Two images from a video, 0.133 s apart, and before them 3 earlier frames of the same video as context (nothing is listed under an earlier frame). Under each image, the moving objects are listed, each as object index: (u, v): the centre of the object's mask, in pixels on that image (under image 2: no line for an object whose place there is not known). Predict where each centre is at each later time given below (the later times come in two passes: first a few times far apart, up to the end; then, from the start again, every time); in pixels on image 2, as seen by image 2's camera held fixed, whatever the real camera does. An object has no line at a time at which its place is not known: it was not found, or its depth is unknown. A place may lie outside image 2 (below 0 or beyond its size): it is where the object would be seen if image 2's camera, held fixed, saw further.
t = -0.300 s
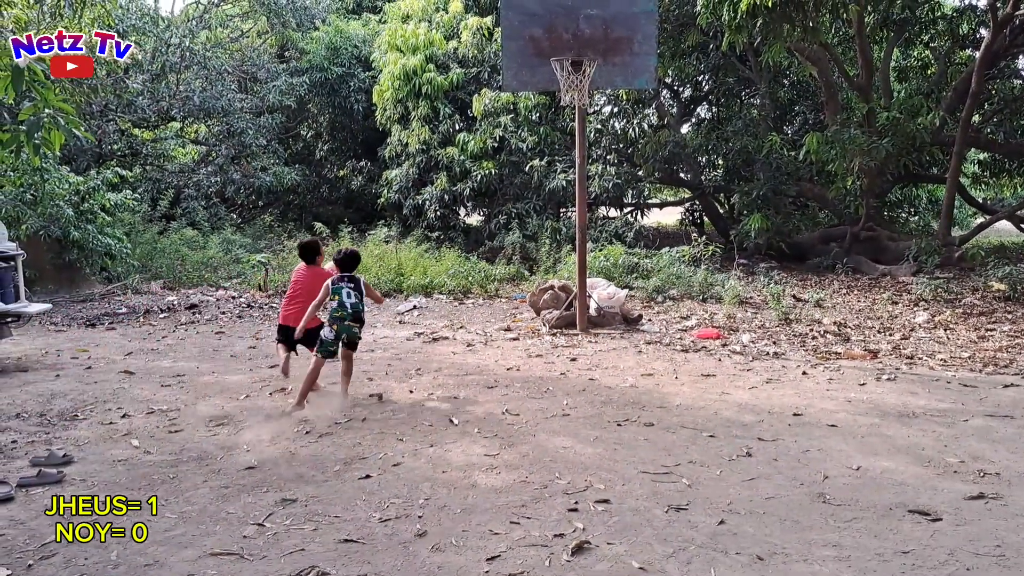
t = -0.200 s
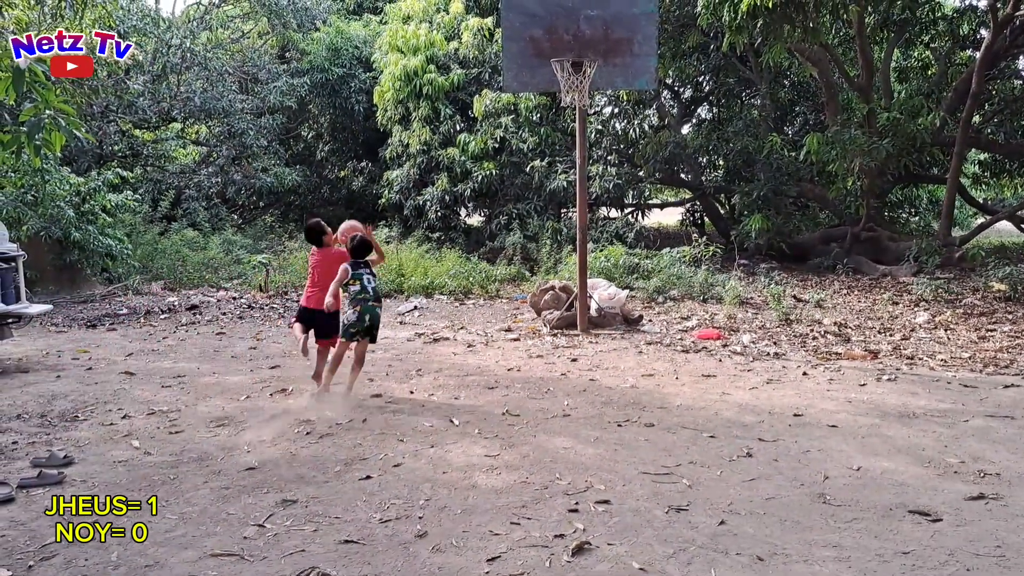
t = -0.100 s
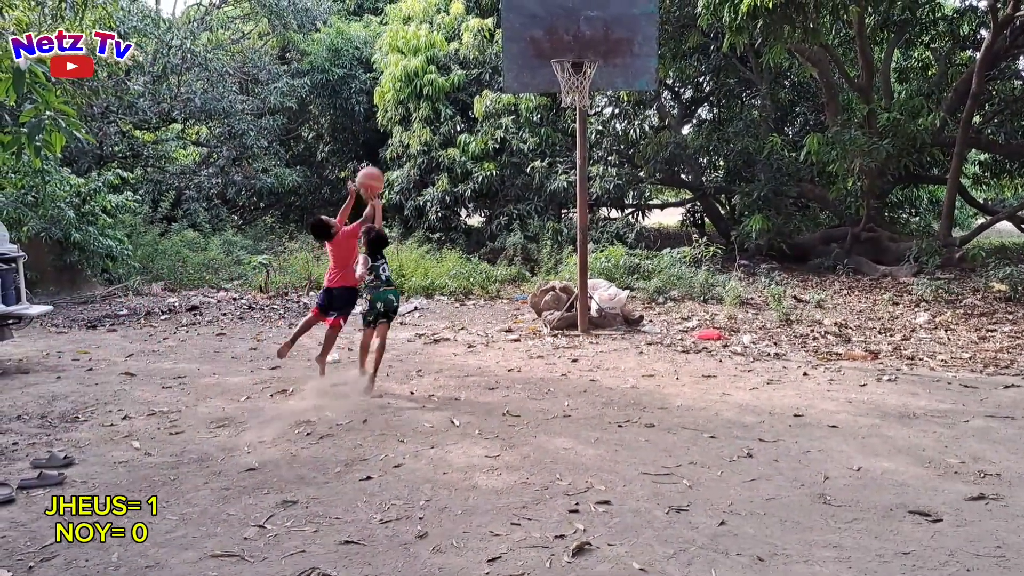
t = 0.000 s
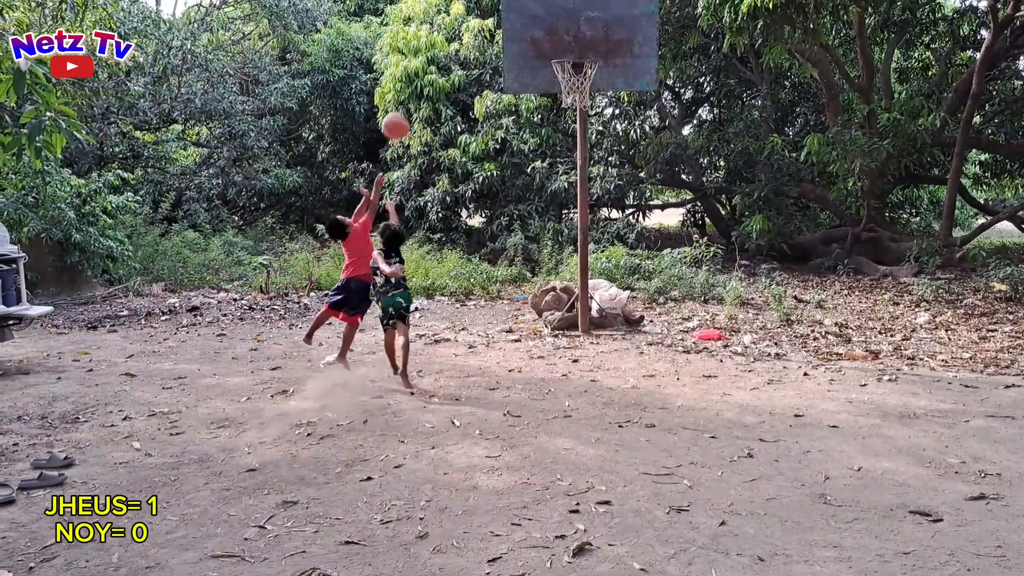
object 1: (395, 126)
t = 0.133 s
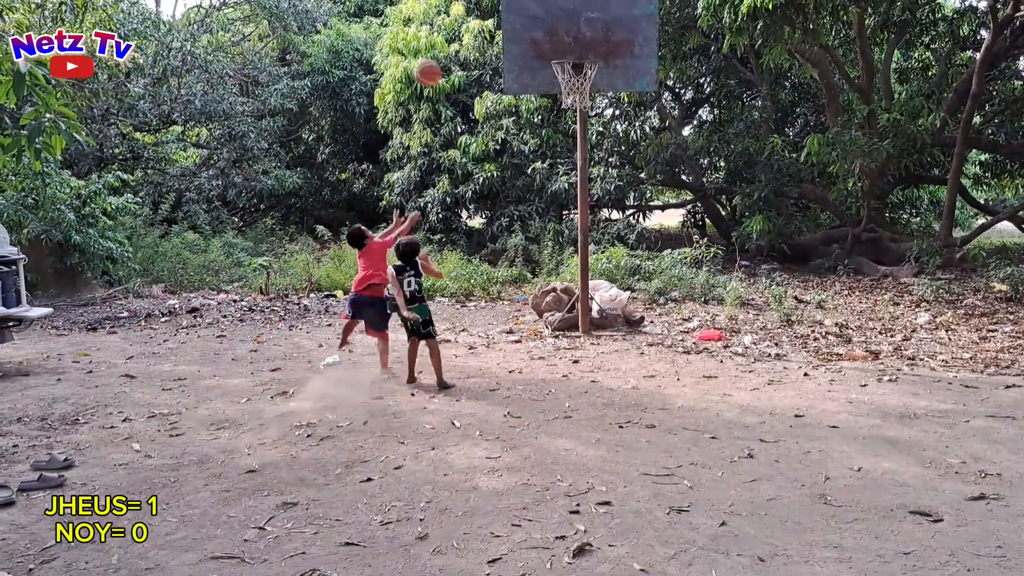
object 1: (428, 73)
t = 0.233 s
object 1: (451, 46)
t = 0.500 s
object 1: (508, 28)
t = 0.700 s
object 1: (529, 63)
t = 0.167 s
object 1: (436, 63)
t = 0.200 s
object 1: (443, 55)
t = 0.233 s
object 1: (451, 46)
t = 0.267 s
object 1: (459, 39)
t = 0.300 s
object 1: (466, 34)
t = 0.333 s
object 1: (474, 30)
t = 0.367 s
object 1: (482, 27)
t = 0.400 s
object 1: (490, 26)
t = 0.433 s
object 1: (497, 25)
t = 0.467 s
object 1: (504, 26)
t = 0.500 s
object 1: (508, 28)
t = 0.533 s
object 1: (512, 31)
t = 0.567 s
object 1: (515, 35)
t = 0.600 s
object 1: (519, 40)
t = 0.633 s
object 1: (522, 46)
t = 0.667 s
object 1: (526, 53)
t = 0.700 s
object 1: (529, 63)
